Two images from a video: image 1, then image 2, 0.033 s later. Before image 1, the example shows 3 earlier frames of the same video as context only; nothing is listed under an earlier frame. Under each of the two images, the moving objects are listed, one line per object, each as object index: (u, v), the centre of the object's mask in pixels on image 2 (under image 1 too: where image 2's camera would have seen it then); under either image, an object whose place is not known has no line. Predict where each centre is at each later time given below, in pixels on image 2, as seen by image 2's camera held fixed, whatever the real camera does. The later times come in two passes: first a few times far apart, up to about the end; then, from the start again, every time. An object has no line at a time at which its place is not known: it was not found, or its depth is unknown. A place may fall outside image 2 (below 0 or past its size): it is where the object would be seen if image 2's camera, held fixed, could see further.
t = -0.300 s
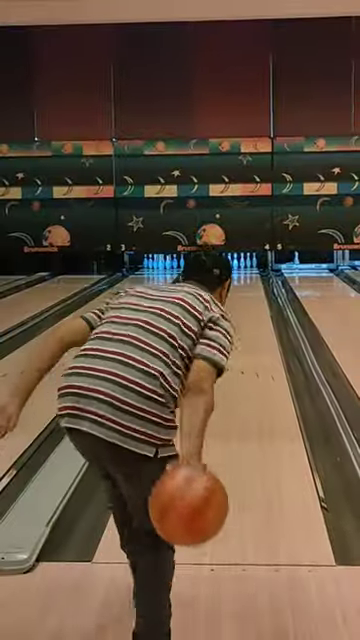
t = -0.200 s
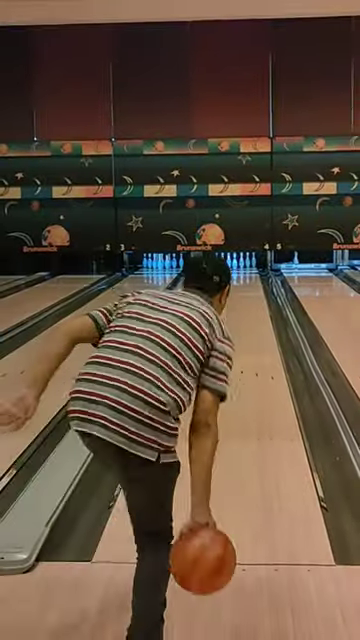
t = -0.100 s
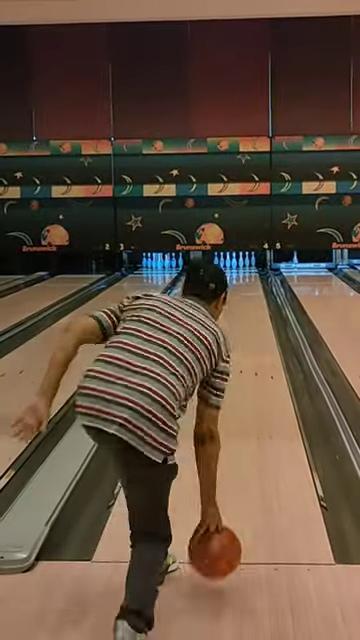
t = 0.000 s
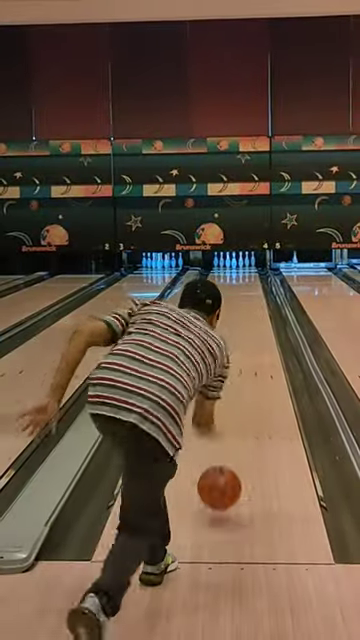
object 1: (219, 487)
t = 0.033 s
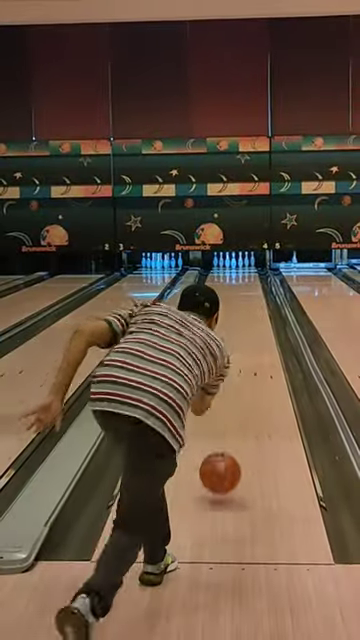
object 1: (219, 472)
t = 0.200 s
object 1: (223, 419)
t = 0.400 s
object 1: (225, 374)
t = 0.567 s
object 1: (228, 355)
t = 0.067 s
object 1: (220, 460)
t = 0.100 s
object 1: (221, 453)
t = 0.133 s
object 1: (222, 440)
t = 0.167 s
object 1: (222, 430)
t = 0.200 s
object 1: (223, 419)
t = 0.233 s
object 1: (223, 410)
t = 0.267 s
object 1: (224, 402)
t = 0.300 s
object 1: (224, 394)
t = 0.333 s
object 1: (224, 387)
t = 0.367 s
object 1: (225, 380)
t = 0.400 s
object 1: (225, 374)
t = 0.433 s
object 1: (226, 370)
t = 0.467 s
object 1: (226, 365)
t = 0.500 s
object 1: (227, 361)
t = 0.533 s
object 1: (227, 357)
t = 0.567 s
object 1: (228, 355)
